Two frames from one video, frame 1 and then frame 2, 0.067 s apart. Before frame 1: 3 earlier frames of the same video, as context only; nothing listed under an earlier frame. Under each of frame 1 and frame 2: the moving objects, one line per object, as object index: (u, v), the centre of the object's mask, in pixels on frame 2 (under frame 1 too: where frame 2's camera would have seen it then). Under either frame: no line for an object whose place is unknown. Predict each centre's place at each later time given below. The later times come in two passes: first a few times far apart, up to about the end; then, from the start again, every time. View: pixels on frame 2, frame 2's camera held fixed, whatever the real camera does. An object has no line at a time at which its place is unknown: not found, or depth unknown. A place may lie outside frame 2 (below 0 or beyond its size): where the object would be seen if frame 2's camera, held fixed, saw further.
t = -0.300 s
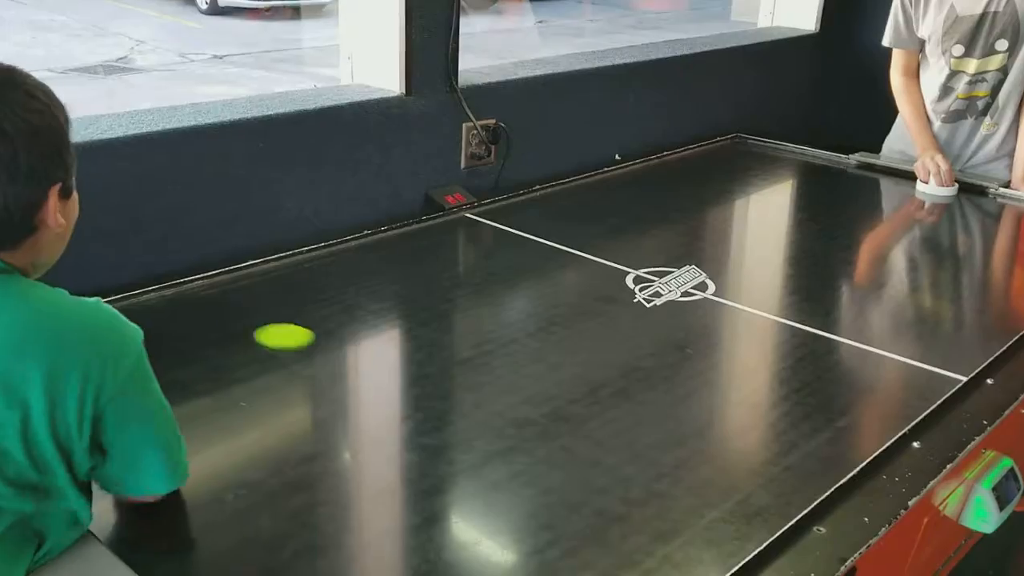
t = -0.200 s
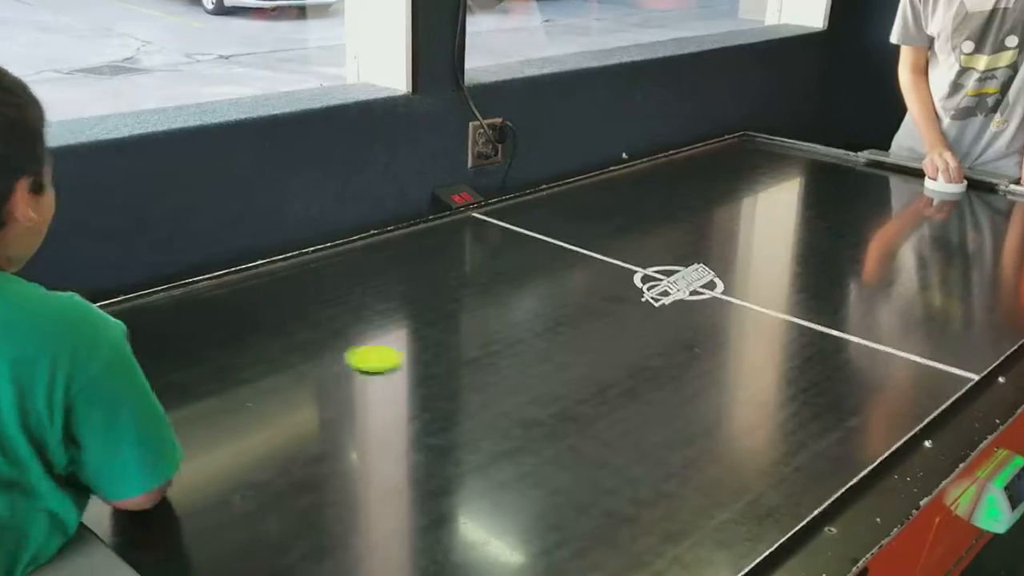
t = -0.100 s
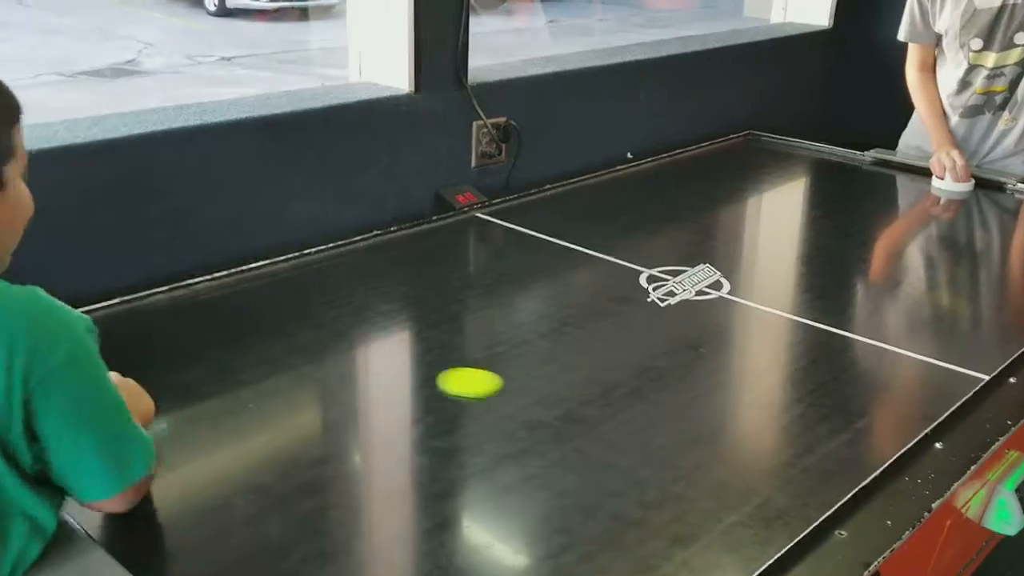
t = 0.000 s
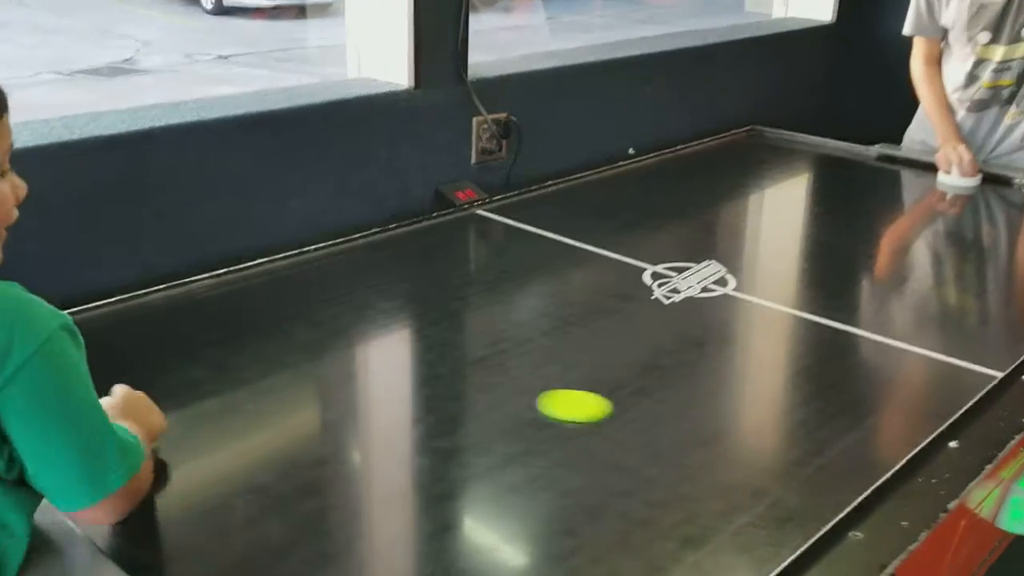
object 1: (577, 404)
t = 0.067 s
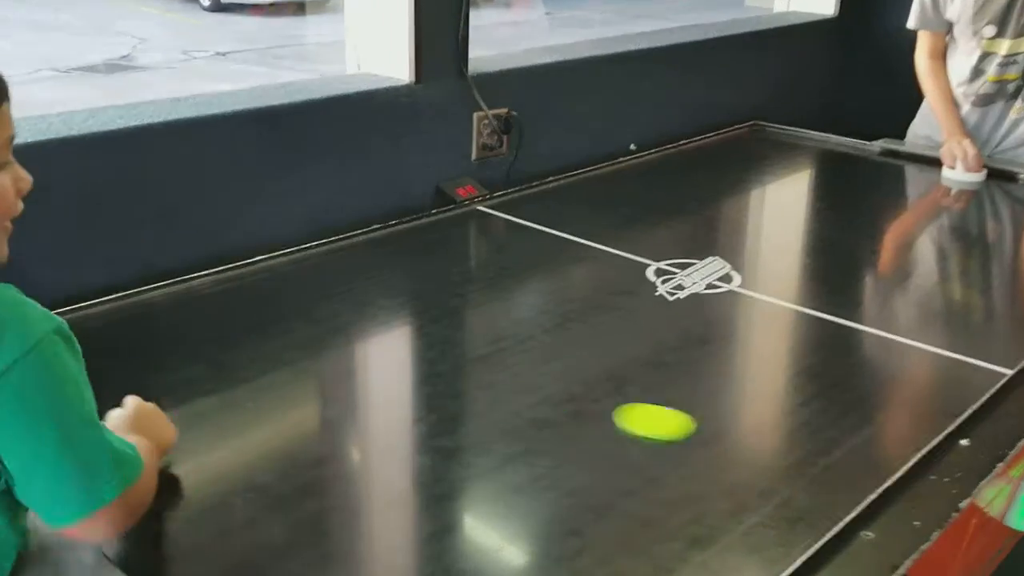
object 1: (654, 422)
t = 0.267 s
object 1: (836, 456)
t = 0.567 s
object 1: (637, 351)
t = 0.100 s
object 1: (694, 431)
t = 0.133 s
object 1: (736, 441)
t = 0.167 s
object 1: (779, 451)
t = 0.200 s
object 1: (822, 461)
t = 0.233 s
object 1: (860, 469)
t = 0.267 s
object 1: (836, 456)
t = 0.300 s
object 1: (810, 443)
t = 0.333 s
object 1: (785, 429)
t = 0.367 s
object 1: (761, 417)
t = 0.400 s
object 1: (737, 405)
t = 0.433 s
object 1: (714, 392)
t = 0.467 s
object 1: (693, 382)
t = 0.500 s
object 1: (673, 371)
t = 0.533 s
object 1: (654, 361)
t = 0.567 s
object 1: (637, 351)
